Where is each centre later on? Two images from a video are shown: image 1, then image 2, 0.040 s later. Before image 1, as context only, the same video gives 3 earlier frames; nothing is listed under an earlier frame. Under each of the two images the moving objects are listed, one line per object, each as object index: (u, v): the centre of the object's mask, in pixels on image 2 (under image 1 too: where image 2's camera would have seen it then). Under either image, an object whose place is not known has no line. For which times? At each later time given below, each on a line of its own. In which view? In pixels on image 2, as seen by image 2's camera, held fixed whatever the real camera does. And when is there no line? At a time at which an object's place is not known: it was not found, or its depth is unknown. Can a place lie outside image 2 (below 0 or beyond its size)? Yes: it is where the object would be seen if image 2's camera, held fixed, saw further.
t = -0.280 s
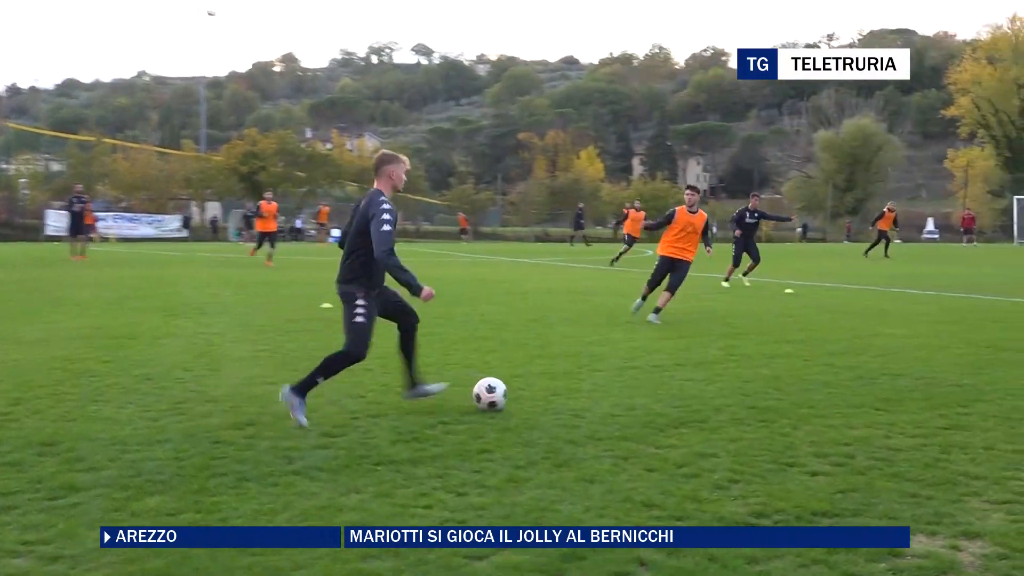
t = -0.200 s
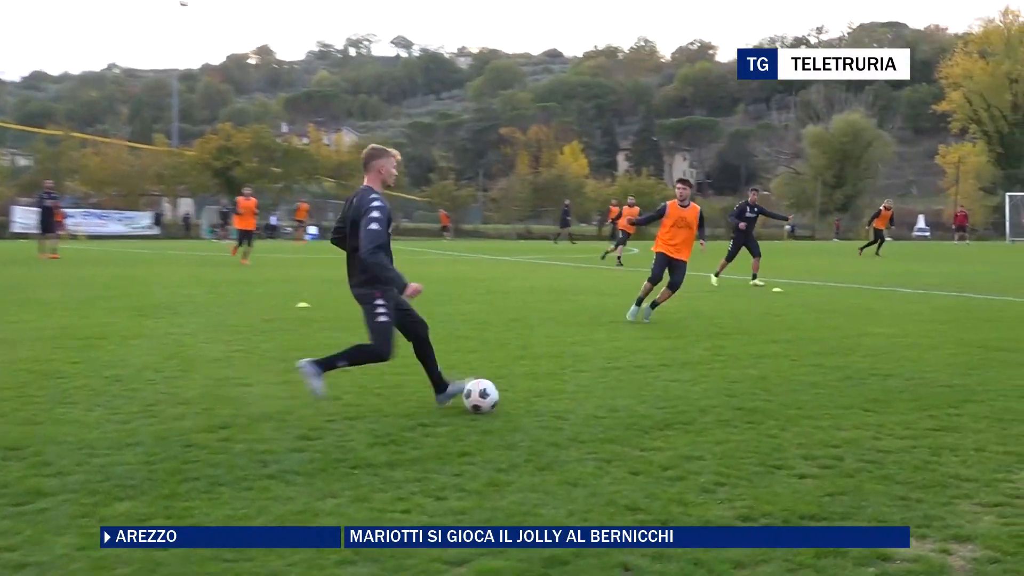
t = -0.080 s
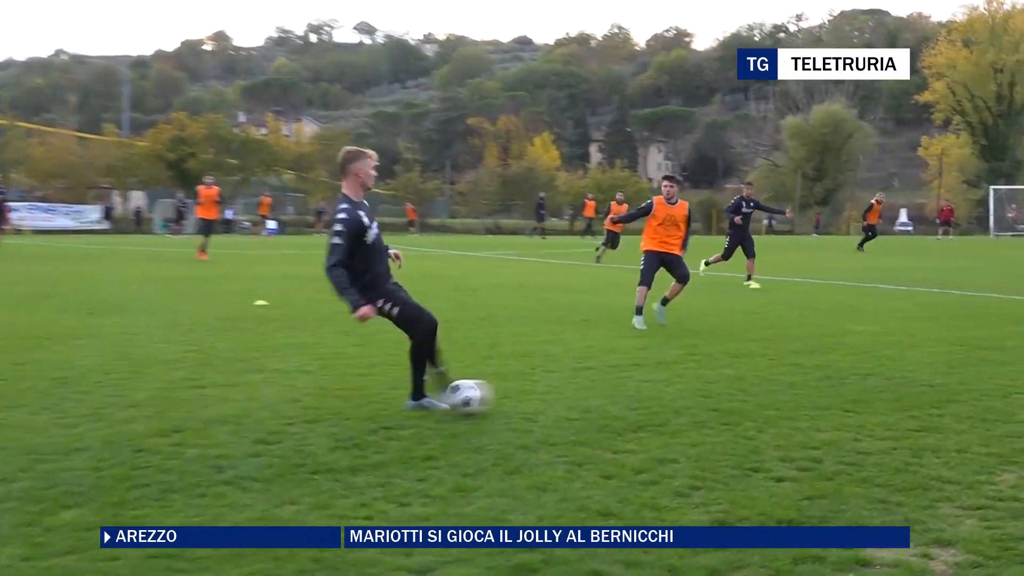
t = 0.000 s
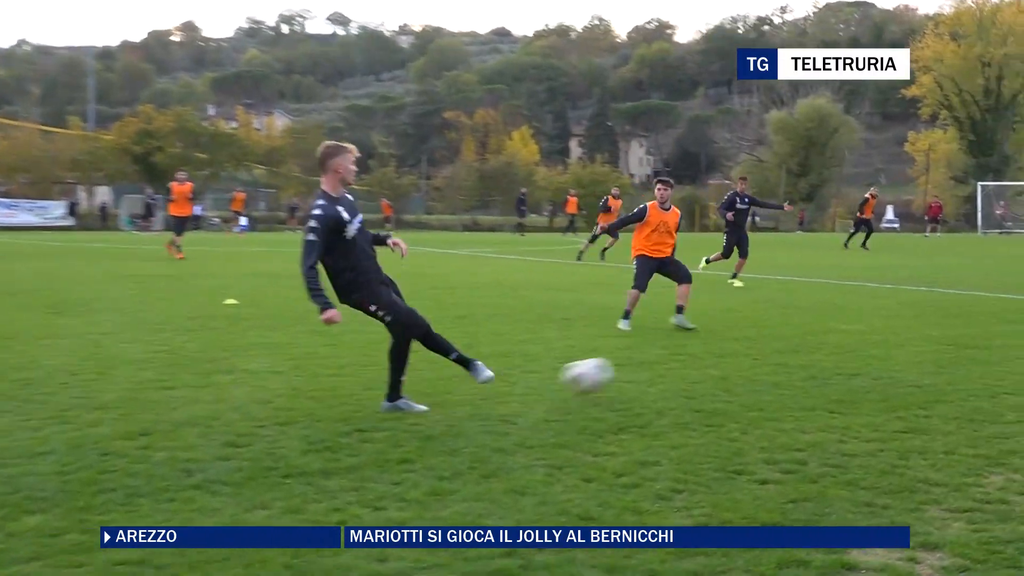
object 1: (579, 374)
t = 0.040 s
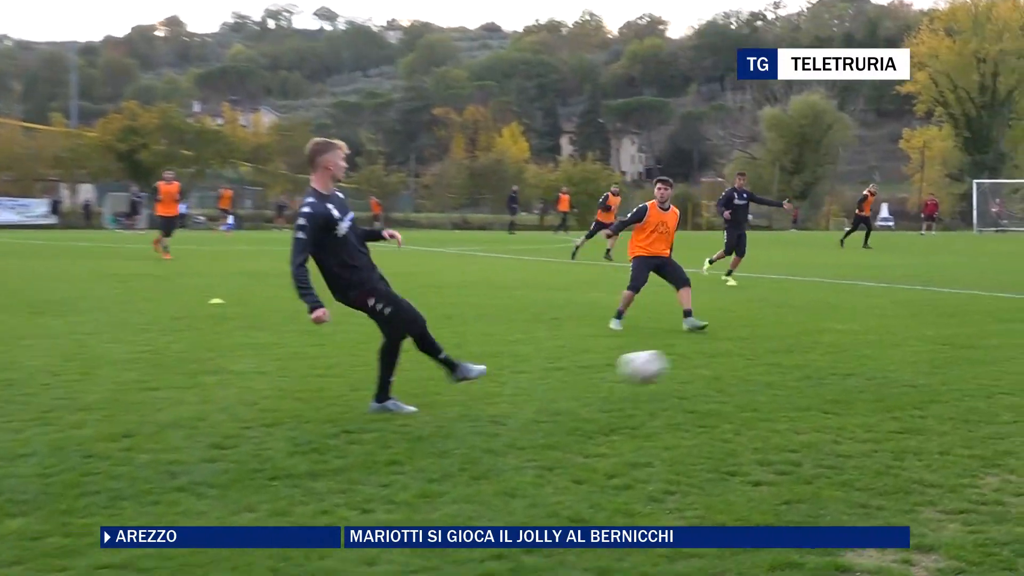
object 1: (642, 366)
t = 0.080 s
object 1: (702, 361)
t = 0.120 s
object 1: (757, 360)
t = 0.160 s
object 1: (809, 360)
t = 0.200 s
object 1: (856, 363)
